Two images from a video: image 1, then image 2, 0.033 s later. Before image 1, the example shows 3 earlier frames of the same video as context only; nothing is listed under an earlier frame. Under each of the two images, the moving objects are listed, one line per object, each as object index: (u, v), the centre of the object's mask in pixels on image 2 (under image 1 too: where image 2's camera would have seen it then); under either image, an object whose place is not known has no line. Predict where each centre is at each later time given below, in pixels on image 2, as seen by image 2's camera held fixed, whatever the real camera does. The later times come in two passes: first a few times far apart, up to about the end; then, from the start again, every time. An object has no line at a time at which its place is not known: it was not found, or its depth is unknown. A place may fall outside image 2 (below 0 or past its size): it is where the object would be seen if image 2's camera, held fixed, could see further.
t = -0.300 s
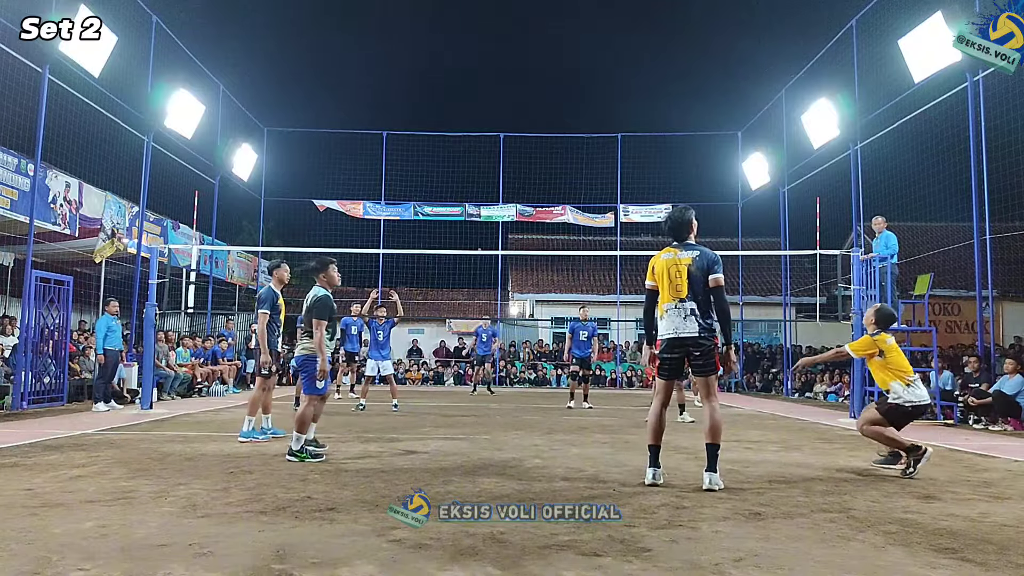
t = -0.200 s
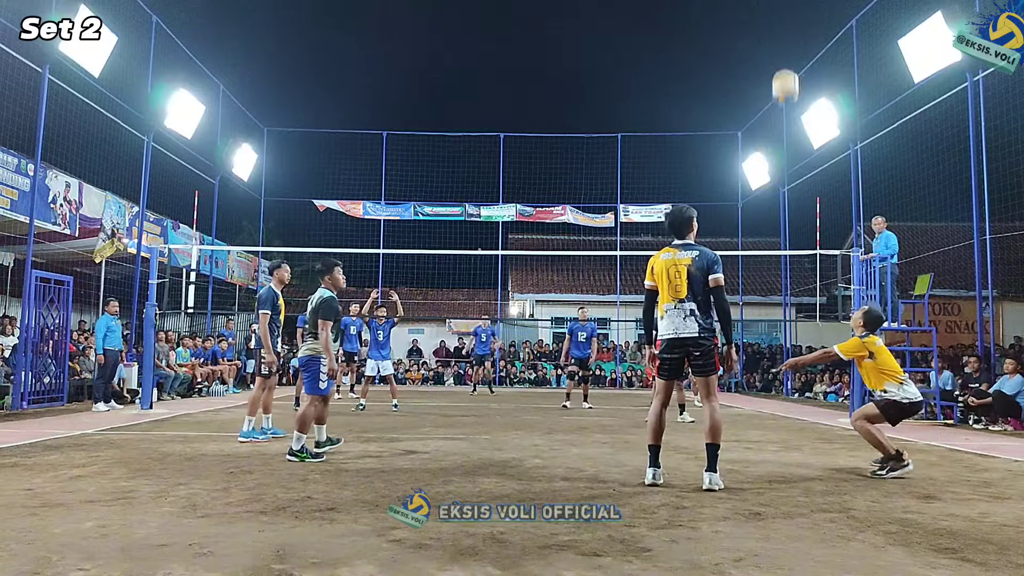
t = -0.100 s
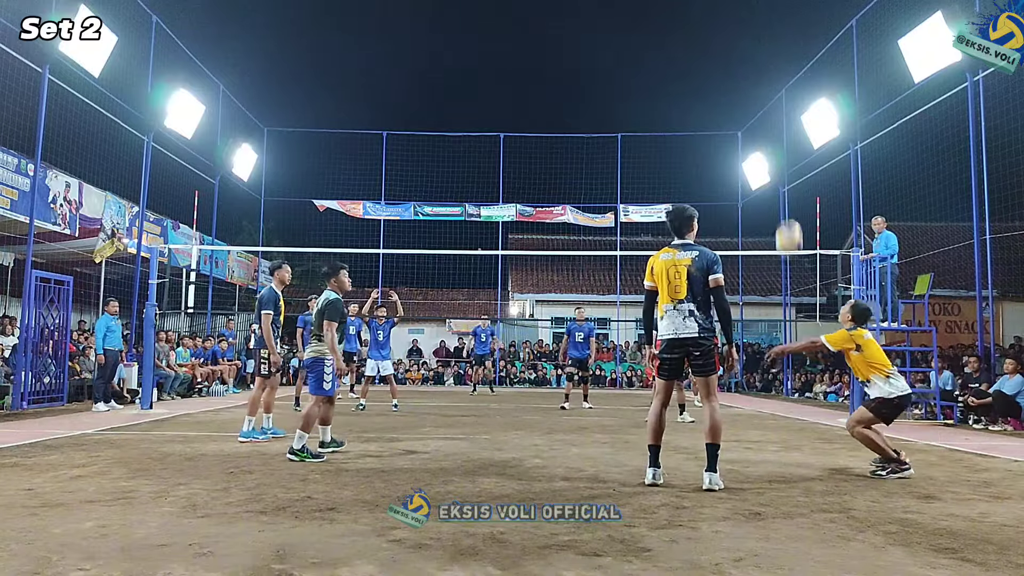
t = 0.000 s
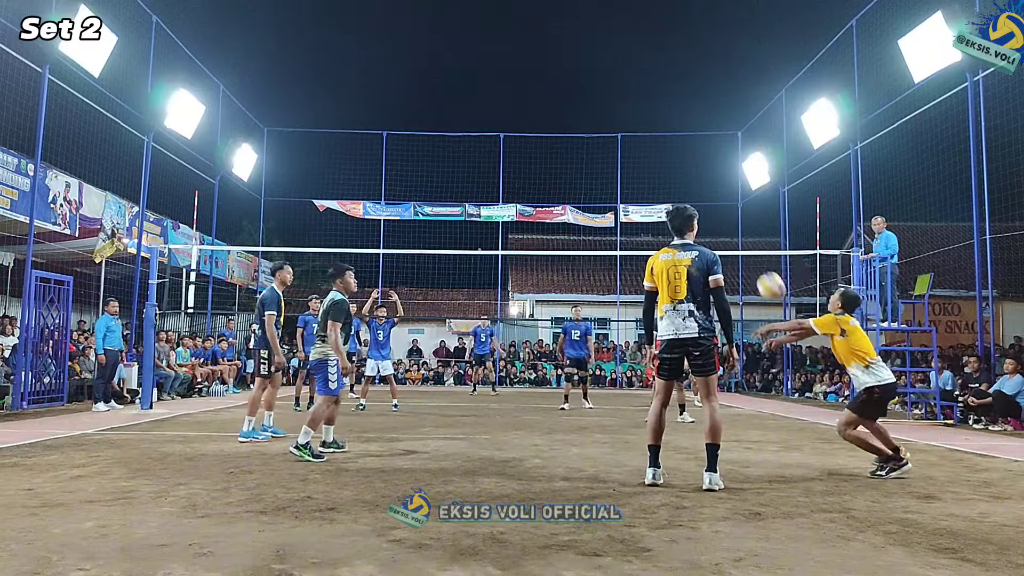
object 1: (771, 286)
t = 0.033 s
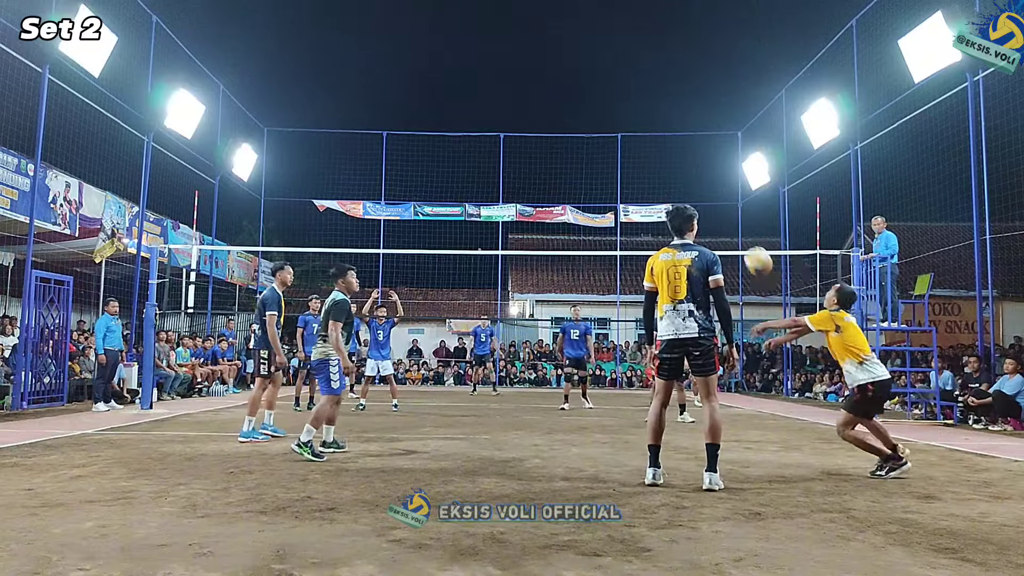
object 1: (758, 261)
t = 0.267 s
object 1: (684, 138)
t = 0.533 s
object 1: (623, 90)
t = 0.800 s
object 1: (575, 106)
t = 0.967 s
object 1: (551, 142)
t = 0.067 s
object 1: (746, 237)
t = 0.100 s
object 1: (734, 217)
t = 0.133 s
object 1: (723, 197)
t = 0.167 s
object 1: (712, 180)
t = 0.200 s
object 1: (702, 164)
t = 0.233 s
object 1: (693, 151)
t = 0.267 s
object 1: (684, 138)
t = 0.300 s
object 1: (675, 128)
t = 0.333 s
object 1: (667, 118)
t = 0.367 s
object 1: (659, 110)
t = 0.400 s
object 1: (651, 104)
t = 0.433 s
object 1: (644, 99)
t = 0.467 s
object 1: (637, 95)
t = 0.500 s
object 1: (630, 92)
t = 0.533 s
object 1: (623, 90)
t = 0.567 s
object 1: (616, 89)
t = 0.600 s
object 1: (610, 88)
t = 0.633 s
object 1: (604, 89)
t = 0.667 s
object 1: (598, 91)
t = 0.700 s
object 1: (592, 94)
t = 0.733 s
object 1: (586, 97)
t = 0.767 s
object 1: (581, 101)
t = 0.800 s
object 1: (575, 106)
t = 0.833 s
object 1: (570, 112)
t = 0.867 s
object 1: (565, 119)
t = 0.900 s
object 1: (560, 126)
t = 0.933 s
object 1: (555, 134)
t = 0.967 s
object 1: (551, 142)
